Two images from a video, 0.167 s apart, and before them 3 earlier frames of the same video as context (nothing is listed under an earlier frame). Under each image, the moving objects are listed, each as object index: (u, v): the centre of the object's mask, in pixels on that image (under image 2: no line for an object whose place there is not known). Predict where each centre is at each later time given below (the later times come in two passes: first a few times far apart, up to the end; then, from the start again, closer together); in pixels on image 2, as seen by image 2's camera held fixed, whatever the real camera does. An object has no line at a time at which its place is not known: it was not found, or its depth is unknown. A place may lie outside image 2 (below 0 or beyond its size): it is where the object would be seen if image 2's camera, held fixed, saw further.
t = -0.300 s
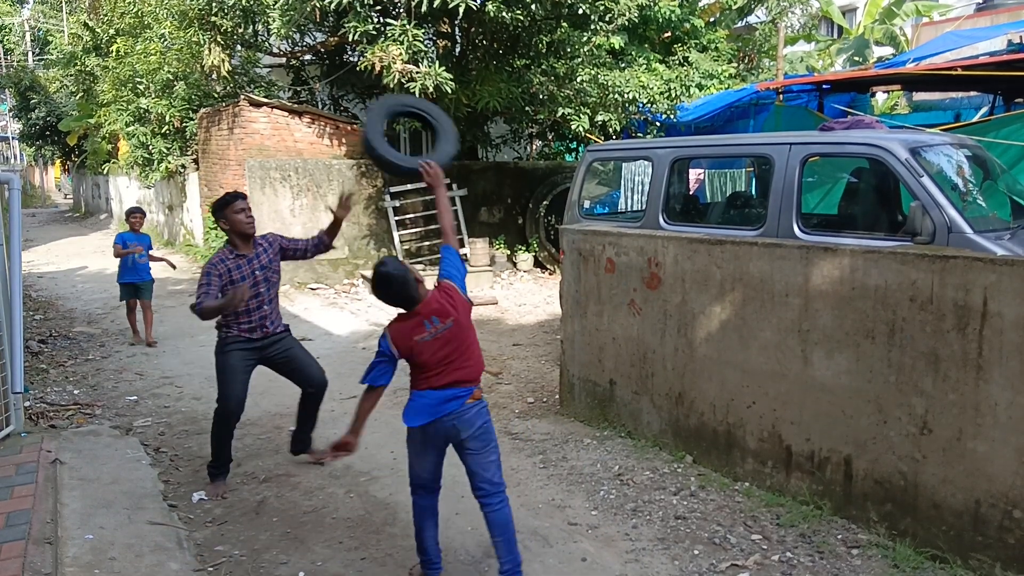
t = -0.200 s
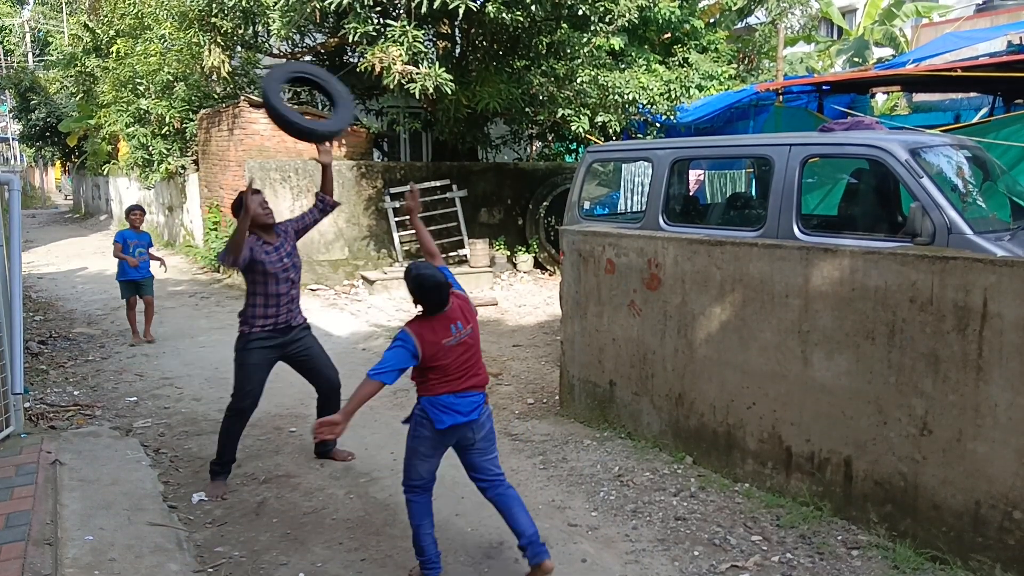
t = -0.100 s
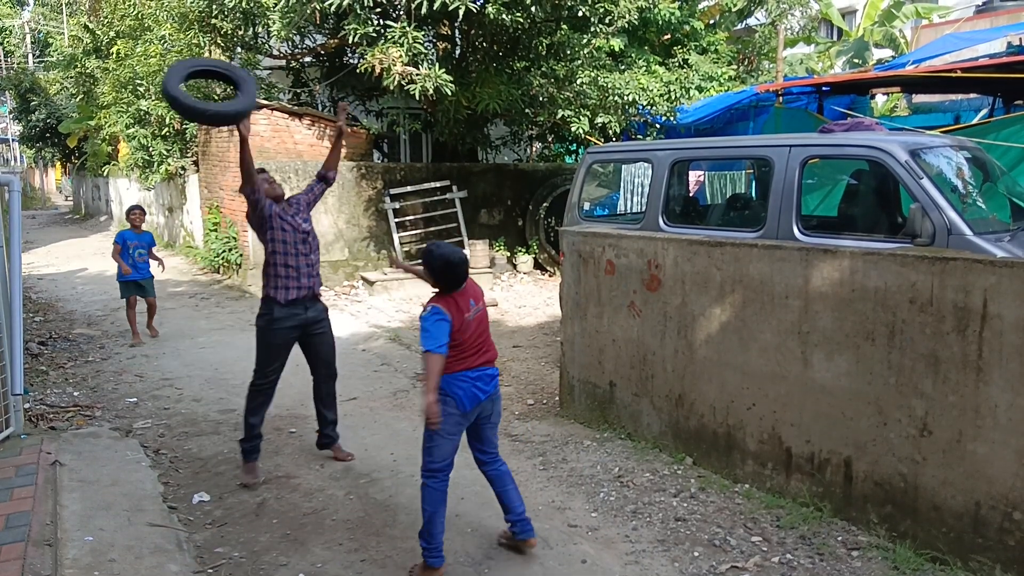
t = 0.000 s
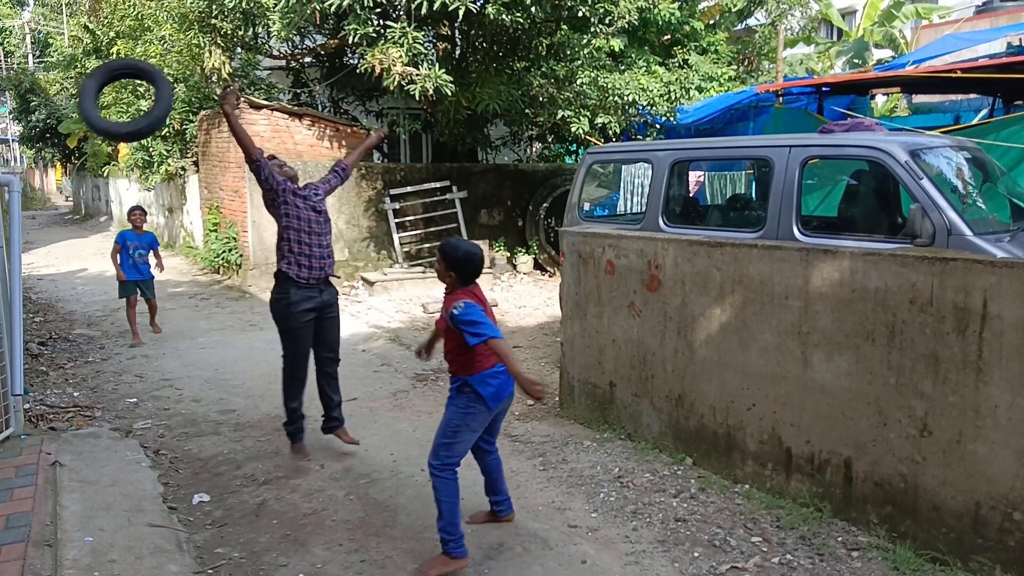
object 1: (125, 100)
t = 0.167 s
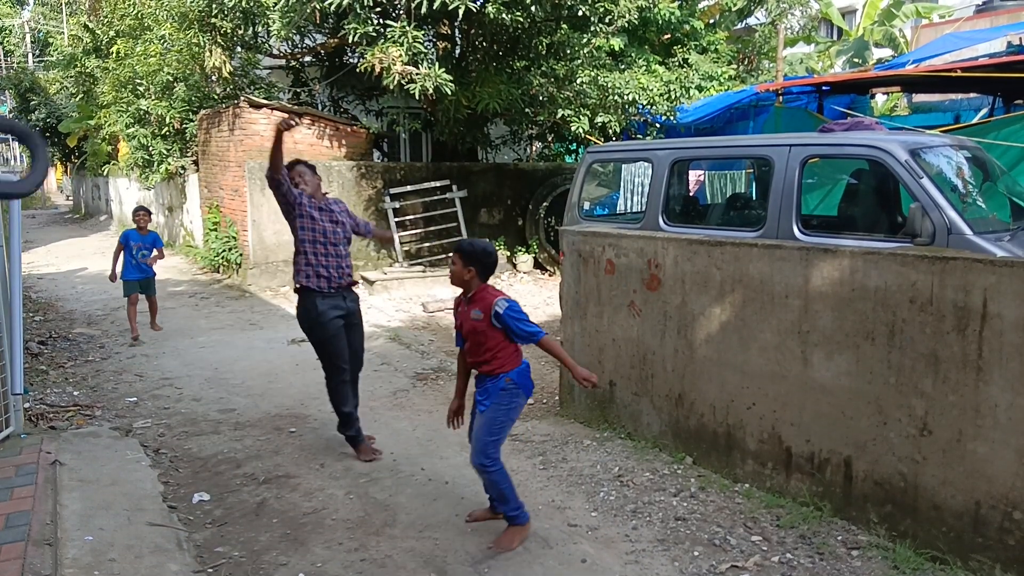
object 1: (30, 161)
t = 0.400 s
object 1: (31, 215)
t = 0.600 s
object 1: (131, 289)
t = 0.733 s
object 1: (204, 367)
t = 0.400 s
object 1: (31, 215)
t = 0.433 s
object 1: (36, 224)
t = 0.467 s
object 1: (55, 234)
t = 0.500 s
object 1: (74, 244)
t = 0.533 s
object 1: (94, 257)
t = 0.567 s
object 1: (113, 272)
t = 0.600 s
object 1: (131, 289)
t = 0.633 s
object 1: (150, 306)
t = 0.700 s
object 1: (186, 345)
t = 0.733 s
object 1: (204, 367)
